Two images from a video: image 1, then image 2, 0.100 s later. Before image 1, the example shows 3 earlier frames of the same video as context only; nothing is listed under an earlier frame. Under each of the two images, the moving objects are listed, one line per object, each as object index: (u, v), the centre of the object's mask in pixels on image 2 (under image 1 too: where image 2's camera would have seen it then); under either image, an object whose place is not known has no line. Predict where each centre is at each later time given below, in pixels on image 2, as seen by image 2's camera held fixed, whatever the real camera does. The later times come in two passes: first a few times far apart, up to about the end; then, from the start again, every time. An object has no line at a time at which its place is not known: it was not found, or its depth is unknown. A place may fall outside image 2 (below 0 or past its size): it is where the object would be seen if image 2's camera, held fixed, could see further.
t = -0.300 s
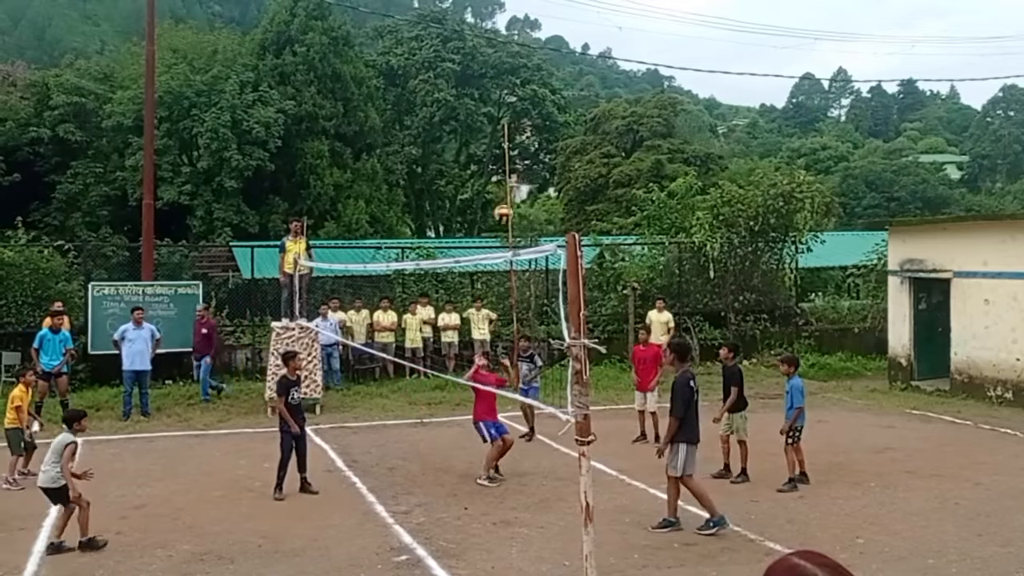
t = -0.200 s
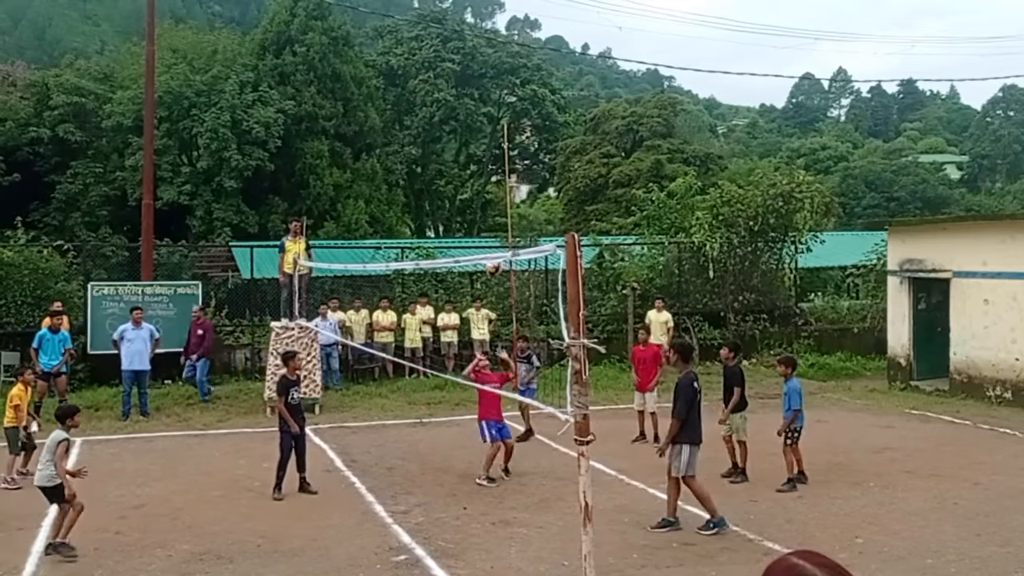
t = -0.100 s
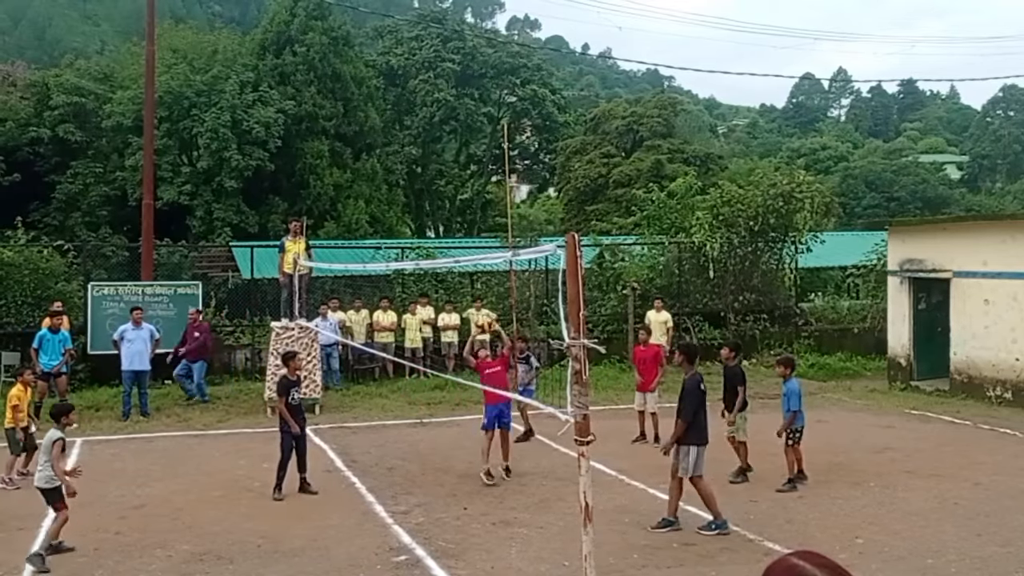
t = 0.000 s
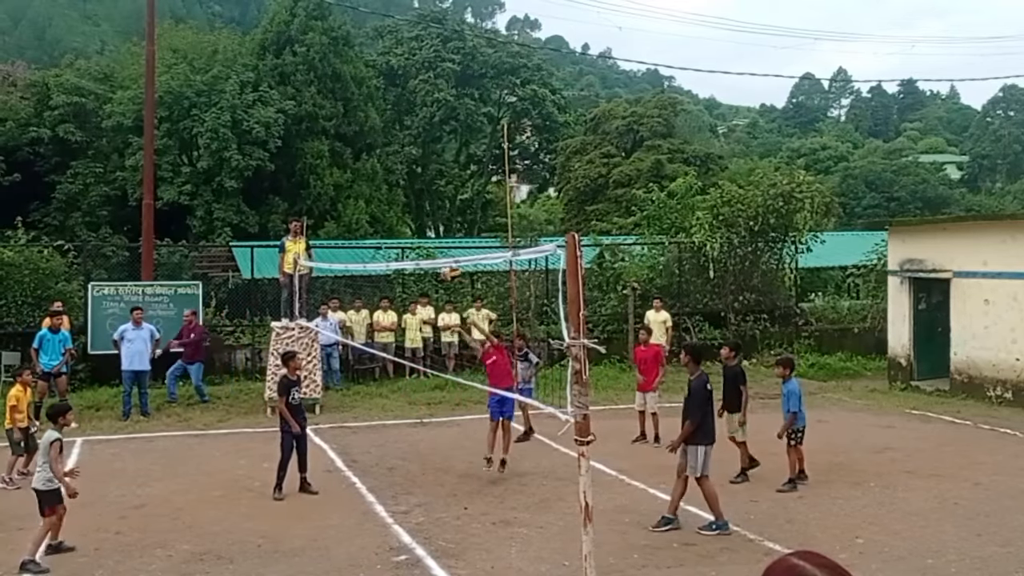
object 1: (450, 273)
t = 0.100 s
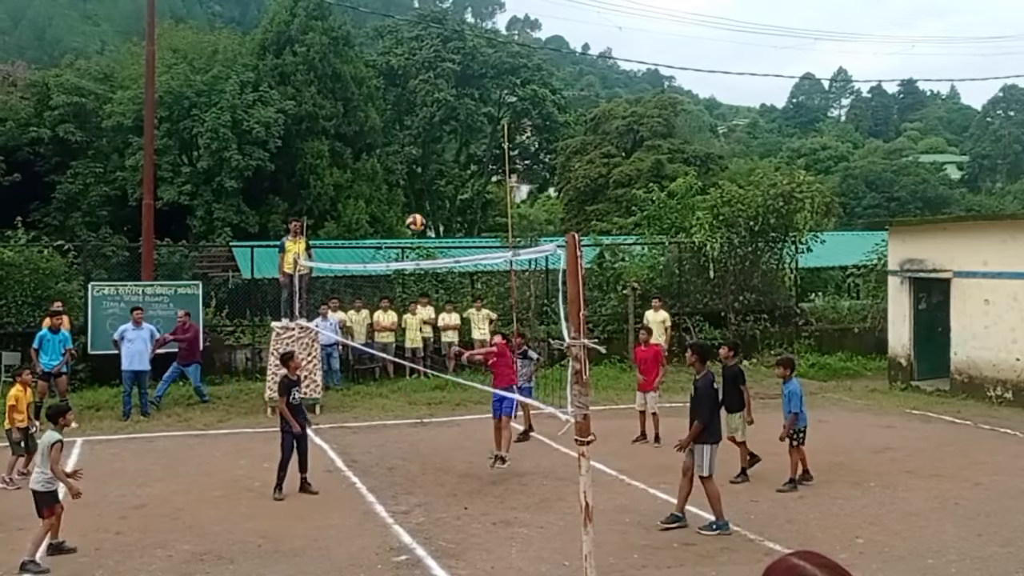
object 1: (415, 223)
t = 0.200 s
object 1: (380, 182)
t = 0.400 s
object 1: (308, 125)
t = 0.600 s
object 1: (235, 105)
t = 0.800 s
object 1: (163, 124)
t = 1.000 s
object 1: (93, 182)
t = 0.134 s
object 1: (404, 208)
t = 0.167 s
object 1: (392, 194)
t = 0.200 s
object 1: (380, 182)
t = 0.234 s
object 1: (368, 169)
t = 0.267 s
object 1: (356, 158)
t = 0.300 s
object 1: (345, 149)
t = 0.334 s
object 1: (332, 140)
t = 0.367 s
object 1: (320, 132)
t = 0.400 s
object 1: (308, 125)
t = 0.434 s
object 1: (295, 119)
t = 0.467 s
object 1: (284, 114)
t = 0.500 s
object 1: (272, 110)
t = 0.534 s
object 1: (259, 106)
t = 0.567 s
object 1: (247, 105)
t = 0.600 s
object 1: (235, 105)
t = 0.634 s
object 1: (223, 106)
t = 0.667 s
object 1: (211, 107)
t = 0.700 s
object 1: (199, 109)
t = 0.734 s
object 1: (187, 113)
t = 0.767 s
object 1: (175, 118)
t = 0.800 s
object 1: (163, 124)
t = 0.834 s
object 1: (151, 131)
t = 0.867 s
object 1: (139, 138)
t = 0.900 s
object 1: (127, 148)
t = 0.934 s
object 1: (114, 158)
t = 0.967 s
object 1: (104, 169)
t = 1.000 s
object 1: (93, 182)
